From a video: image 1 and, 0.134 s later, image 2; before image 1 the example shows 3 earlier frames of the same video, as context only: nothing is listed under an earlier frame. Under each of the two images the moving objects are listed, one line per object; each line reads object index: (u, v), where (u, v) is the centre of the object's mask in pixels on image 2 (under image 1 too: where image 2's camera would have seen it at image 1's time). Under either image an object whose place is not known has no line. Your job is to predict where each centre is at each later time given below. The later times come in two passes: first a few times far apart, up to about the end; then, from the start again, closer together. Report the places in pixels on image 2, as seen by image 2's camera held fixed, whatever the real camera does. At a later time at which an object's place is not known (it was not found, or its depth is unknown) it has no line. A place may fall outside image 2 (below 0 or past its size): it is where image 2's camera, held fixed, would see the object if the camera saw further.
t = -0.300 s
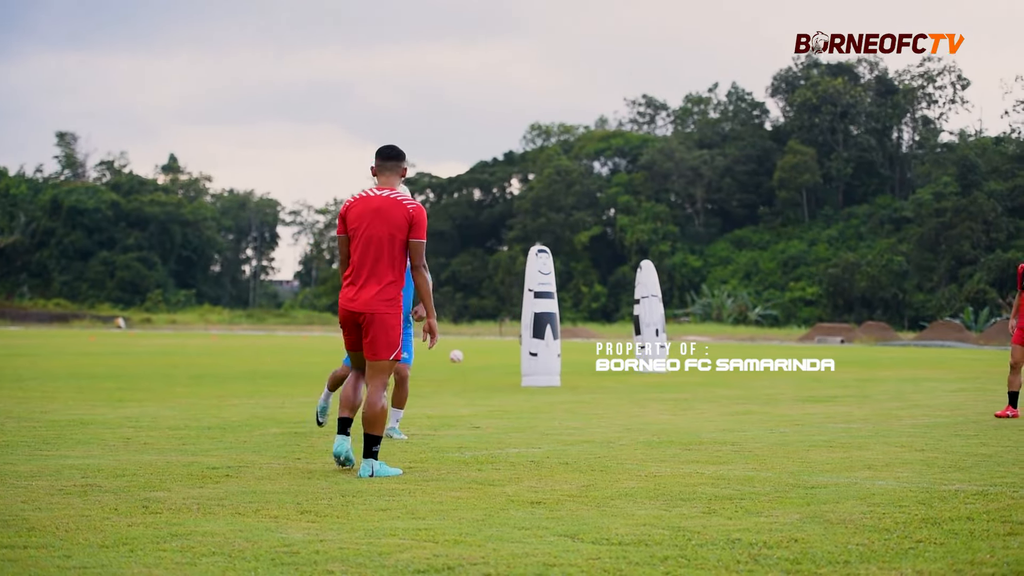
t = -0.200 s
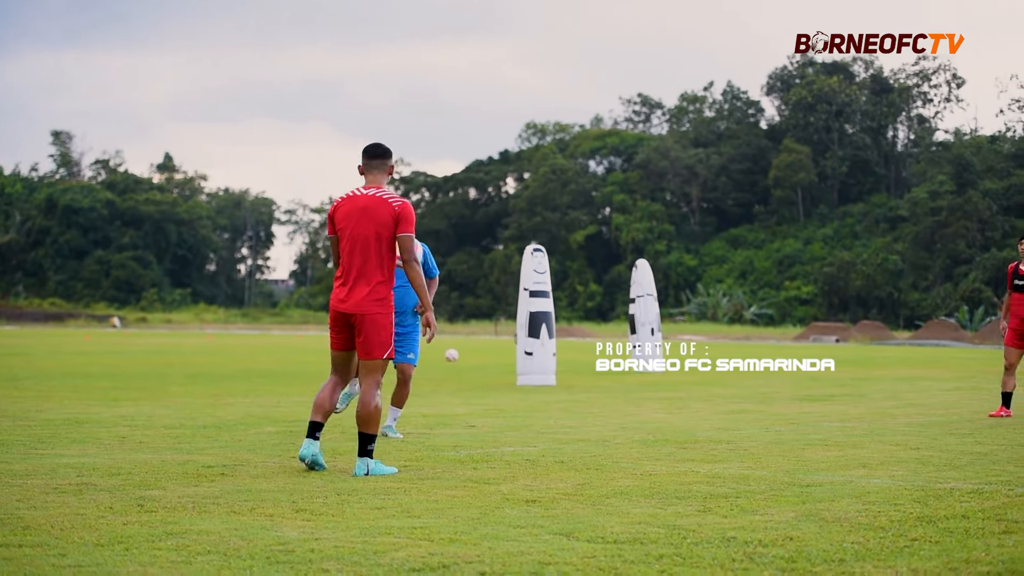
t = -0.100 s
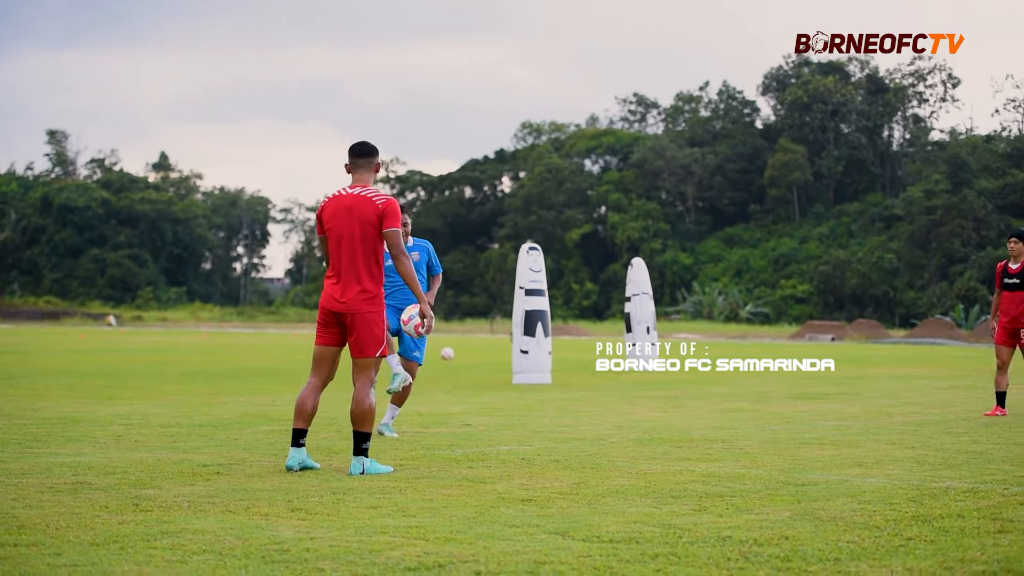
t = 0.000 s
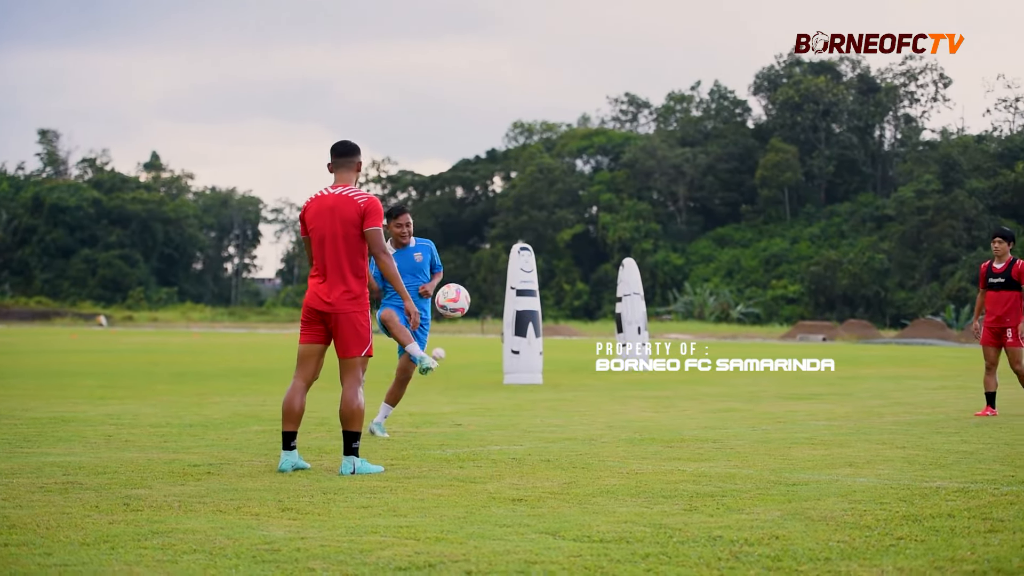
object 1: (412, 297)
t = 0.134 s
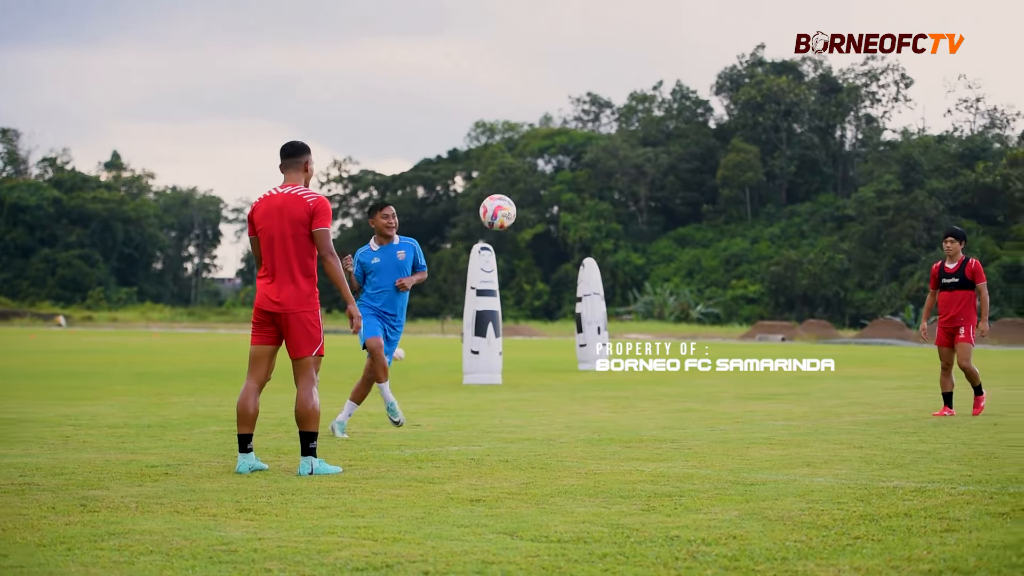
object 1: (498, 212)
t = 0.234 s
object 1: (565, 164)
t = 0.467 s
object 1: (736, 101)
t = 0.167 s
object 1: (520, 195)
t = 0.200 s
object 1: (542, 178)
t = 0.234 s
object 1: (565, 164)
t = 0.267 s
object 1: (588, 151)
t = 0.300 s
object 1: (611, 138)
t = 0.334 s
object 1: (636, 127)
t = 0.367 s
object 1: (660, 118)
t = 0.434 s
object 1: (711, 106)
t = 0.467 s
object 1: (736, 101)
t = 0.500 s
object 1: (762, 100)
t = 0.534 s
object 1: (789, 99)
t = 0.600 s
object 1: (846, 103)
